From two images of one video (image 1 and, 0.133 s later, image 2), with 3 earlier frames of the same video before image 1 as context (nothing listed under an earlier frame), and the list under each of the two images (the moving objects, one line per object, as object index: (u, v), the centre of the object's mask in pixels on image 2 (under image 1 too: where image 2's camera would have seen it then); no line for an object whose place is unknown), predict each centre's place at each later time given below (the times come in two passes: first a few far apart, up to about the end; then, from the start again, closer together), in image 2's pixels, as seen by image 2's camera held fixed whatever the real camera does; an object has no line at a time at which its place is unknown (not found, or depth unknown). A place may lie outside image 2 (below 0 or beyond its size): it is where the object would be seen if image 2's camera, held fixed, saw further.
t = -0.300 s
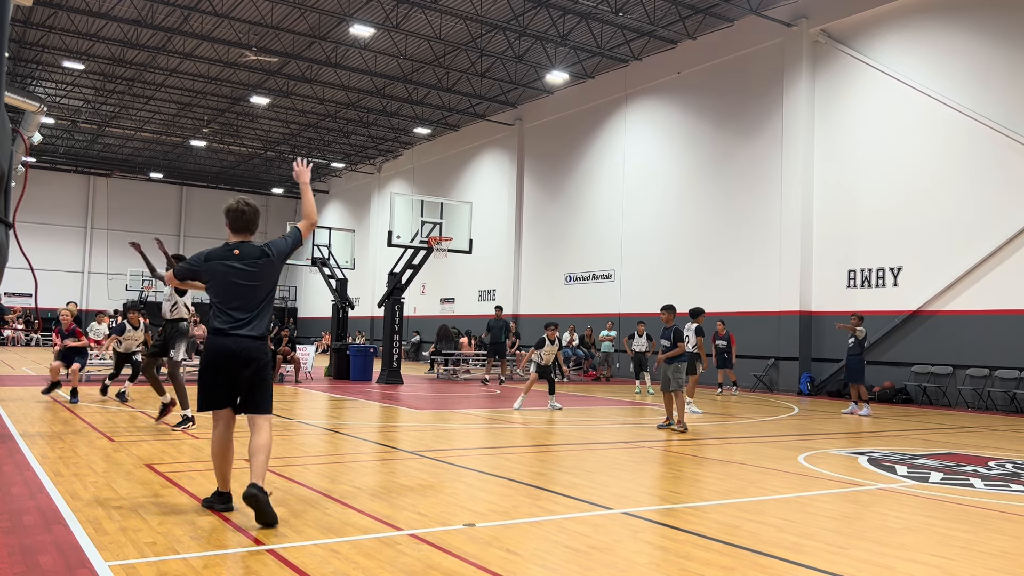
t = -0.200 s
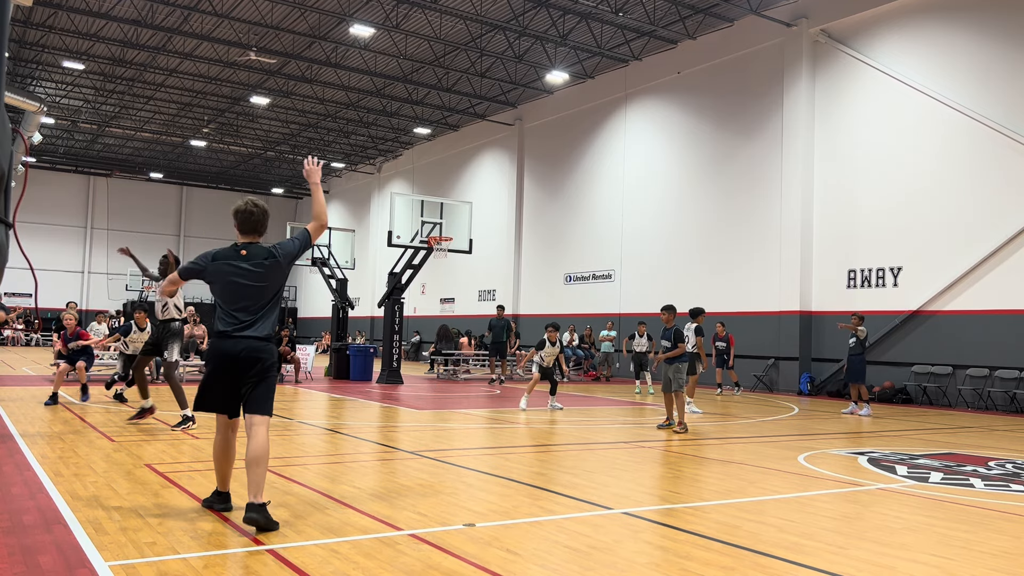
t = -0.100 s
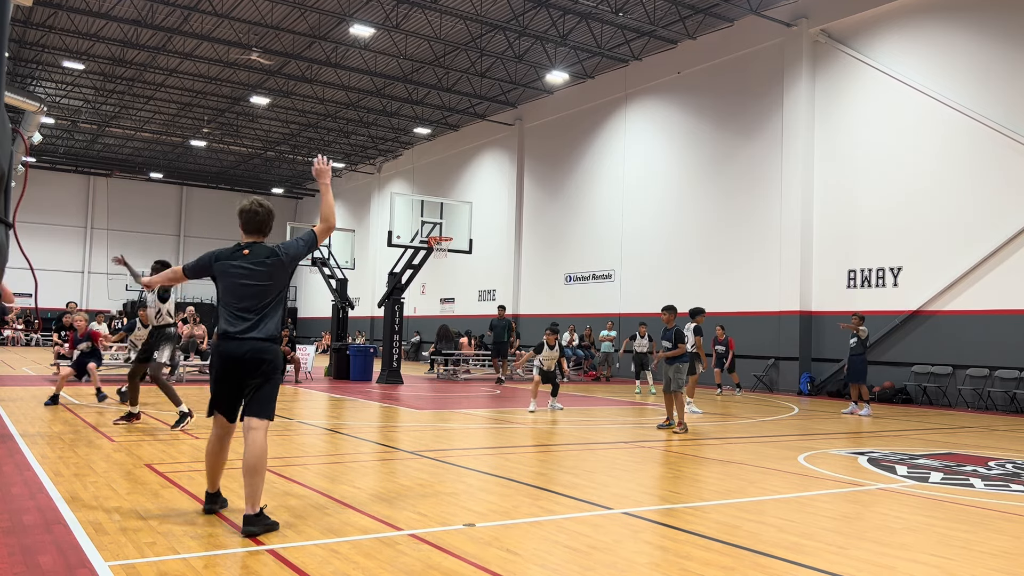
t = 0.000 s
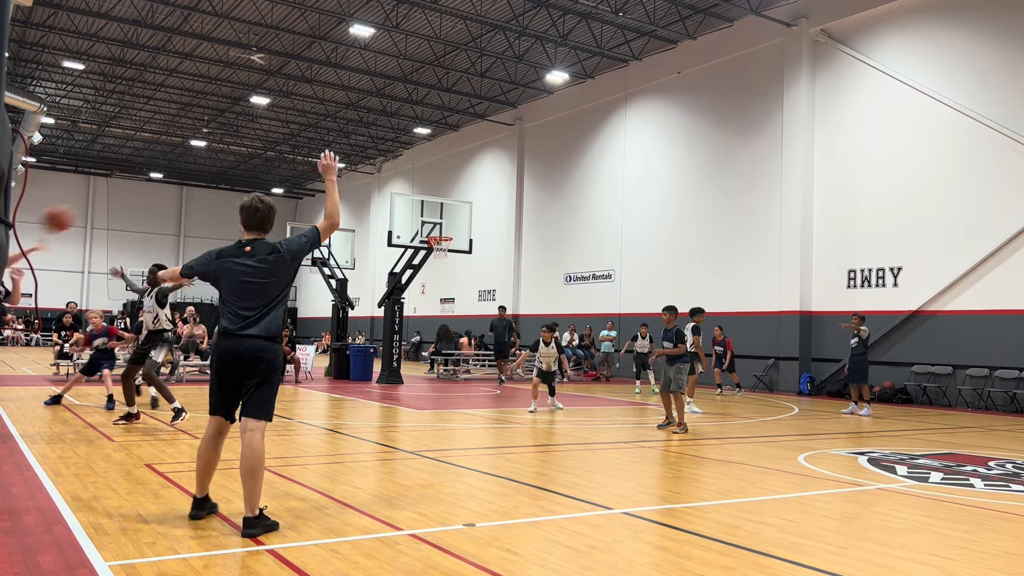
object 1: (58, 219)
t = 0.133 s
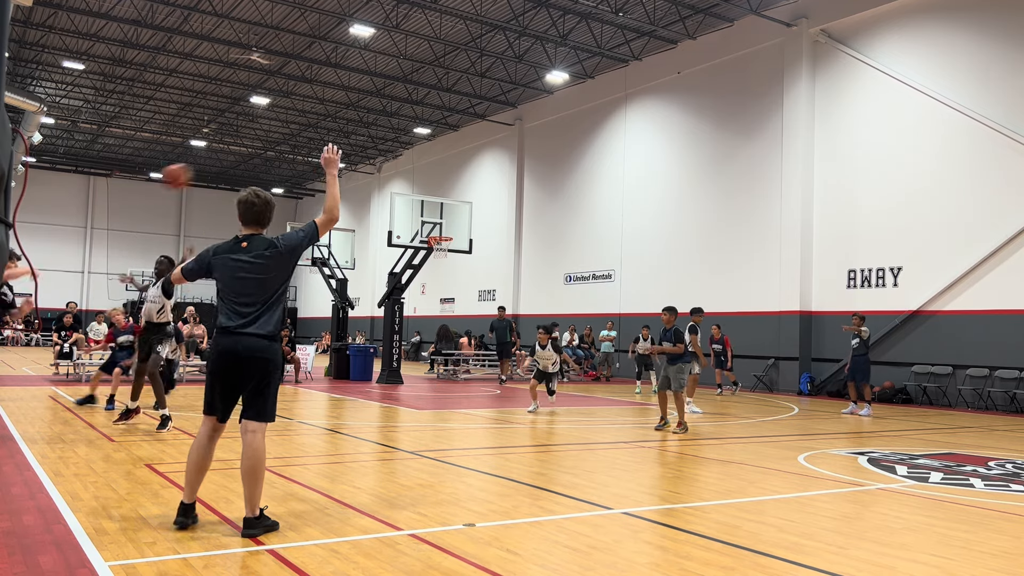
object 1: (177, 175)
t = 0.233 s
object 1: (259, 158)
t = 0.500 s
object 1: (456, 156)
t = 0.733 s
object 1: (607, 204)
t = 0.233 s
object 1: (259, 158)
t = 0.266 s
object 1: (286, 155)
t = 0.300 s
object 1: (312, 151)
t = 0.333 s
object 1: (337, 150)
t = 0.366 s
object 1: (362, 149)
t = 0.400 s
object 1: (387, 149)
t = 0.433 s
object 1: (410, 151)
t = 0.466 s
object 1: (433, 153)
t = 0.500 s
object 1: (456, 156)
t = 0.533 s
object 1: (479, 160)
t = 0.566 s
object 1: (502, 166)
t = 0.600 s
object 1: (524, 172)
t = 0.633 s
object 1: (544, 179)
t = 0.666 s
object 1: (565, 186)
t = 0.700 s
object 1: (586, 194)
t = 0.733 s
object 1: (607, 204)
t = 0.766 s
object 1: (627, 214)
